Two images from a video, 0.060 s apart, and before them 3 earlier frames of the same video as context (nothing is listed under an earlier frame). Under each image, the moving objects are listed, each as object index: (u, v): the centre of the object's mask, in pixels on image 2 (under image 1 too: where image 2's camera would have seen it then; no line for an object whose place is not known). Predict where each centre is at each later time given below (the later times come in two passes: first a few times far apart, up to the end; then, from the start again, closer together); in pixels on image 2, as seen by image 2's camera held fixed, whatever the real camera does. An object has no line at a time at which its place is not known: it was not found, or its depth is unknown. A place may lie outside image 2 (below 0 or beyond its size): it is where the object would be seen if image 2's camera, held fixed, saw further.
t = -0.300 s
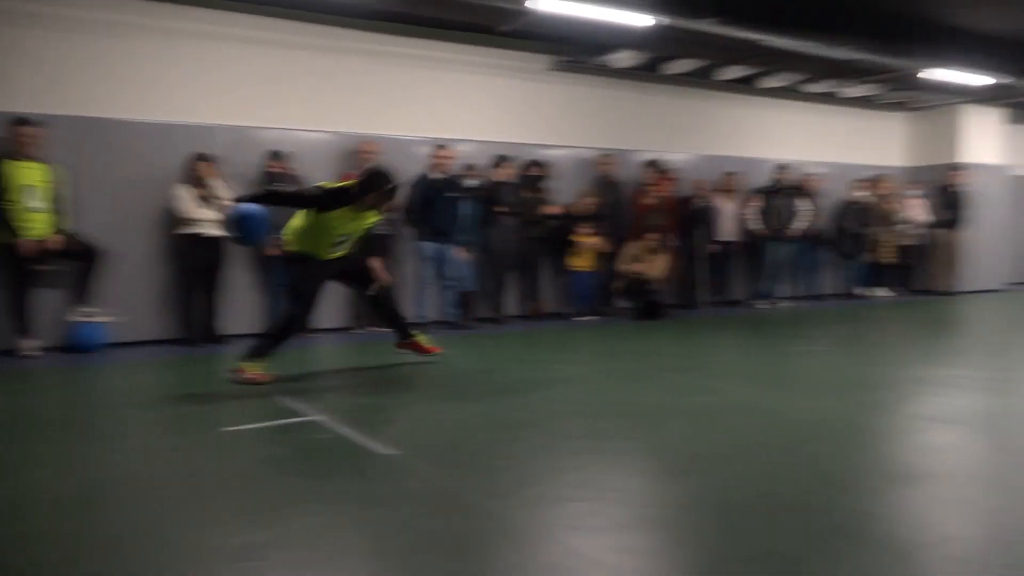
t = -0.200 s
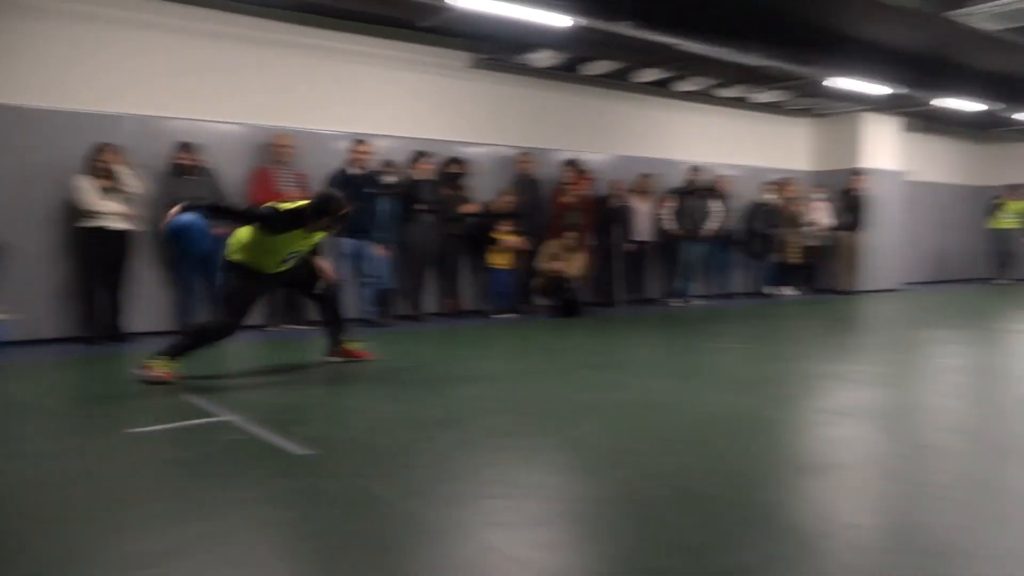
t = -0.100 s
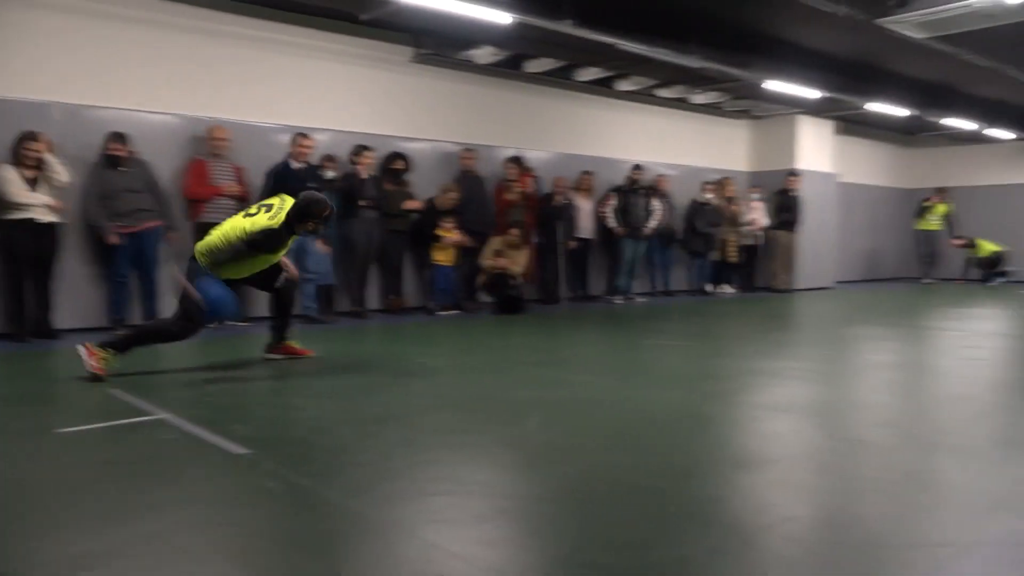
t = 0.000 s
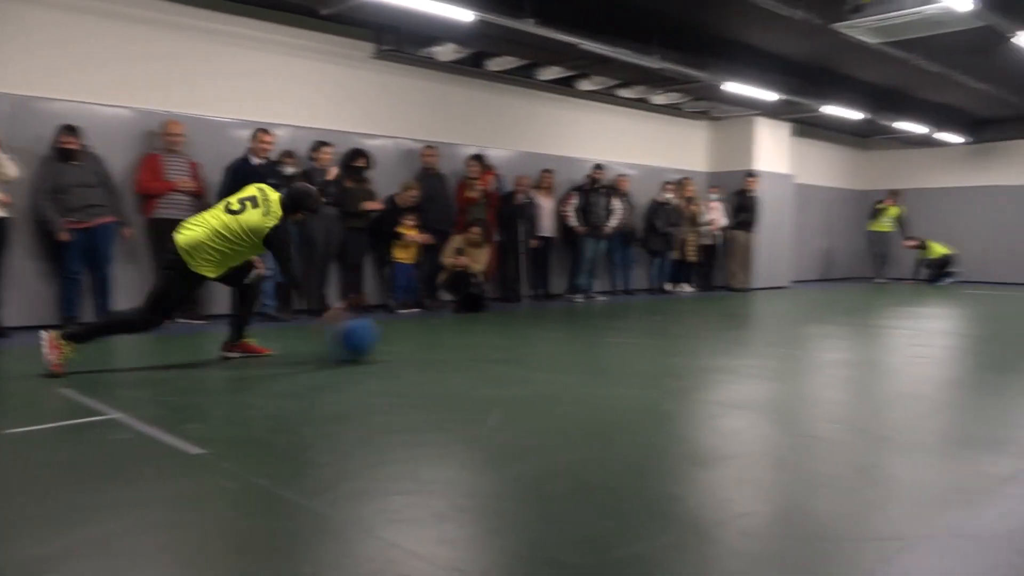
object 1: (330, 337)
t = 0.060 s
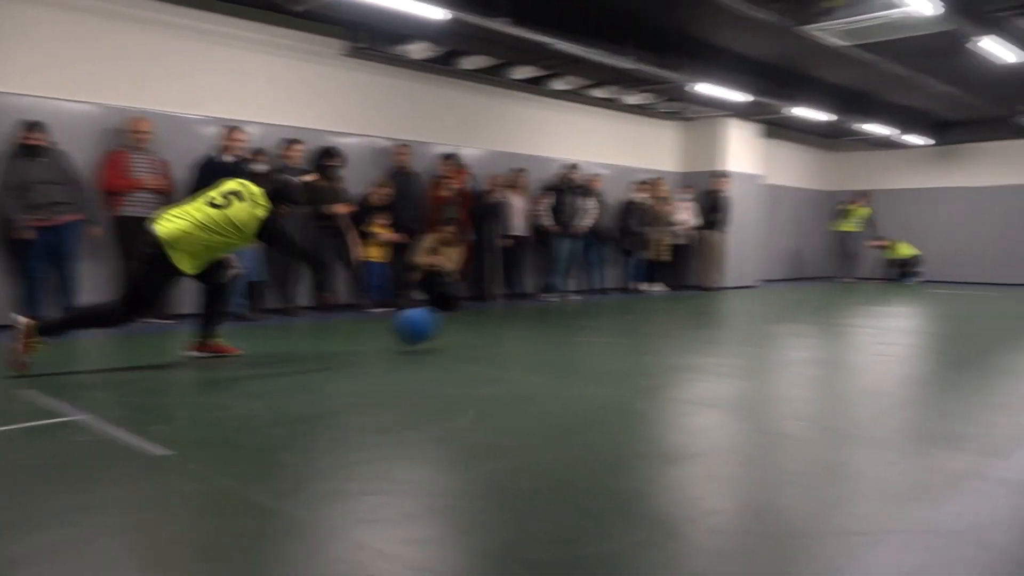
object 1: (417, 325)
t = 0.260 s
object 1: (625, 309)
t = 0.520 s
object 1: (774, 301)
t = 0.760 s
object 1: (853, 292)
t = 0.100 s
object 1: (473, 321)
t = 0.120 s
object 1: (495, 319)
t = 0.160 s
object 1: (535, 319)
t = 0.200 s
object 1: (580, 317)
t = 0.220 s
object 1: (595, 314)
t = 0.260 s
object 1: (625, 309)
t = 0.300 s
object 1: (657, 306)
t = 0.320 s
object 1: (671, 306)
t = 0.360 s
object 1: (696, 307)
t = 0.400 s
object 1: (720, 304)
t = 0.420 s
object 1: (729, 302)
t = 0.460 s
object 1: (748, 300)
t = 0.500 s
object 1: (766, 300)
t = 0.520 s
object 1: (774, 301)
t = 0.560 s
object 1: (788, 299)
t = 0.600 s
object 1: (803, 295)
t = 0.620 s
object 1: (809, 294)
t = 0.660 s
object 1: (821, 293)
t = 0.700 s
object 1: (834, 293)
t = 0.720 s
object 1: (840, 294)
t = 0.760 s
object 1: (853, 292)
